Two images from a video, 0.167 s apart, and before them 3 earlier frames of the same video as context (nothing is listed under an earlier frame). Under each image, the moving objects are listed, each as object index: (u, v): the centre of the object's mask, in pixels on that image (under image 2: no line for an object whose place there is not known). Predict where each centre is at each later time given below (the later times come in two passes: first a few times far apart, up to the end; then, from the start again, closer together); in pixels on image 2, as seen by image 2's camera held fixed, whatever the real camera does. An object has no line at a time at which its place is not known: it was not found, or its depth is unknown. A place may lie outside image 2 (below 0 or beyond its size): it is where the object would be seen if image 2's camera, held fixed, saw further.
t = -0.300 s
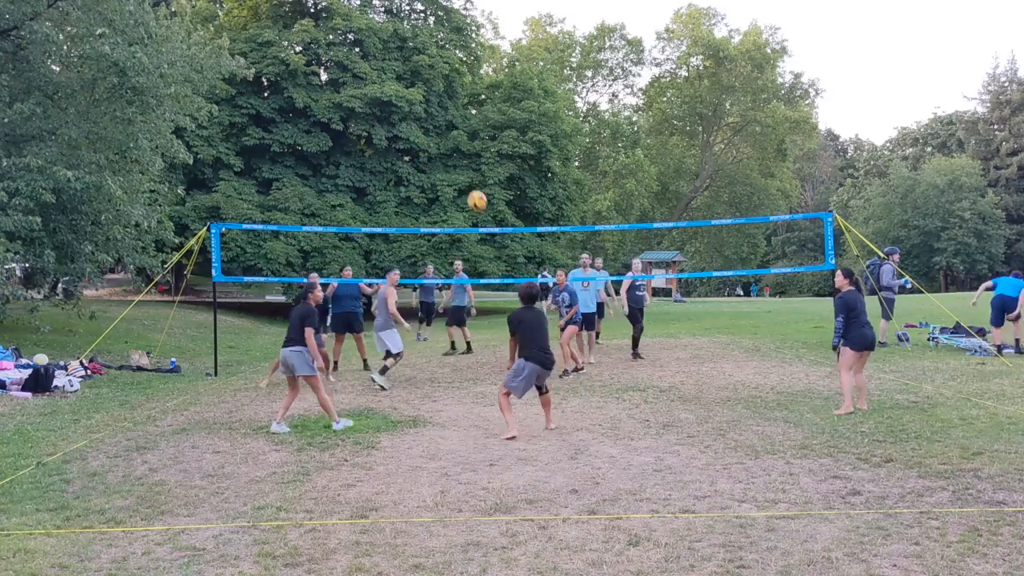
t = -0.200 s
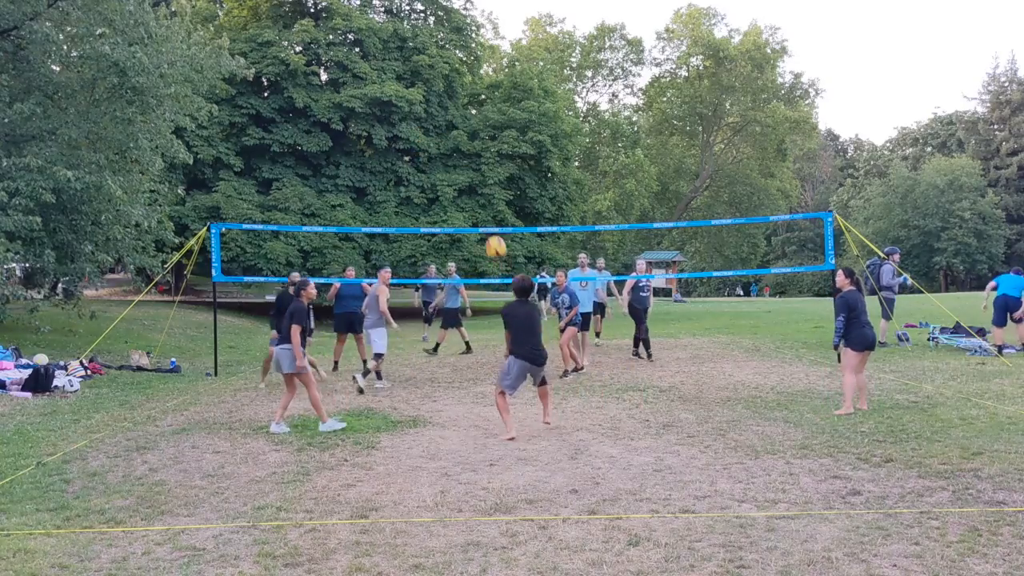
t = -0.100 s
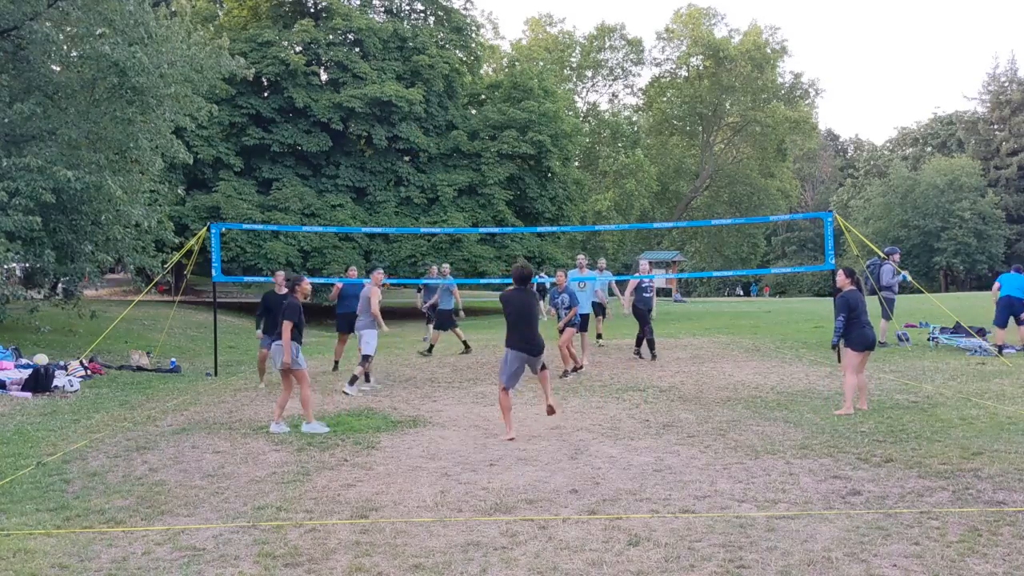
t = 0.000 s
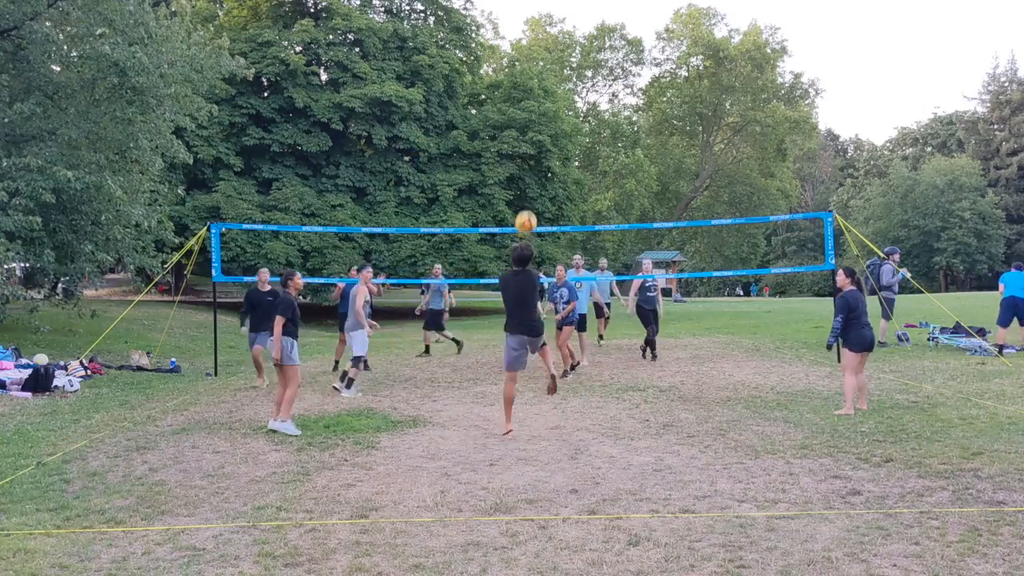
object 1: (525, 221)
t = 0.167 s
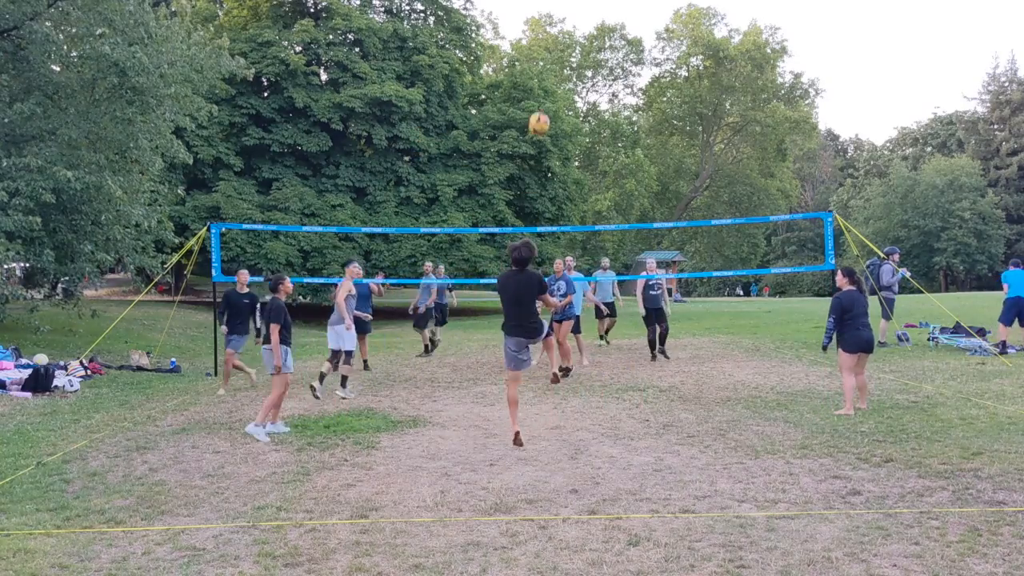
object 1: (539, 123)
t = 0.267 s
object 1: (546, 80)
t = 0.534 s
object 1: (565, 20)
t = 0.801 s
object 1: (580, 22)
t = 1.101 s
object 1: (595, 84)
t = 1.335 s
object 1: (607, 171)
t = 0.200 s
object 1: (541, 107)
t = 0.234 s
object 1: (543, 93)
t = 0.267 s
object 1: (546, 80)
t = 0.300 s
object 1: (548, 68)
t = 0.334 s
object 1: (551, 58)
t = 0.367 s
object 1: (553, 49)
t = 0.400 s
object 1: (556, 42)
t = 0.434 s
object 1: (557, 35)
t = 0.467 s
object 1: (561, 29)
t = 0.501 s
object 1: (564, 25)
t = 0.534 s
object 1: (565, 20)
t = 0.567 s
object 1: (567, 17)
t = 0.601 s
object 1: (569, 16)
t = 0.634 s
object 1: (571, 15)
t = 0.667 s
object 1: (574, 15)
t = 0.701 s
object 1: (576, 16)
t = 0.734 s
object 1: (576, 17)
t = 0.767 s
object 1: (578, 19)
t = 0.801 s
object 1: (580, 22)
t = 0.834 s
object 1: (582, 26)
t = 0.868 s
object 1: (585, 31)
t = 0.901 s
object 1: (587, 36)
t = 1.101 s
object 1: (595, 84)
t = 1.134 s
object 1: (597, 95)
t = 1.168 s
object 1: (599, 107)
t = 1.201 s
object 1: (601, 118)
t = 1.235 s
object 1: (603, 130)
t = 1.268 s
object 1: (604, 143)
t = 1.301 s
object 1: (606, 157)
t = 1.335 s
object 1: (607, 171)
